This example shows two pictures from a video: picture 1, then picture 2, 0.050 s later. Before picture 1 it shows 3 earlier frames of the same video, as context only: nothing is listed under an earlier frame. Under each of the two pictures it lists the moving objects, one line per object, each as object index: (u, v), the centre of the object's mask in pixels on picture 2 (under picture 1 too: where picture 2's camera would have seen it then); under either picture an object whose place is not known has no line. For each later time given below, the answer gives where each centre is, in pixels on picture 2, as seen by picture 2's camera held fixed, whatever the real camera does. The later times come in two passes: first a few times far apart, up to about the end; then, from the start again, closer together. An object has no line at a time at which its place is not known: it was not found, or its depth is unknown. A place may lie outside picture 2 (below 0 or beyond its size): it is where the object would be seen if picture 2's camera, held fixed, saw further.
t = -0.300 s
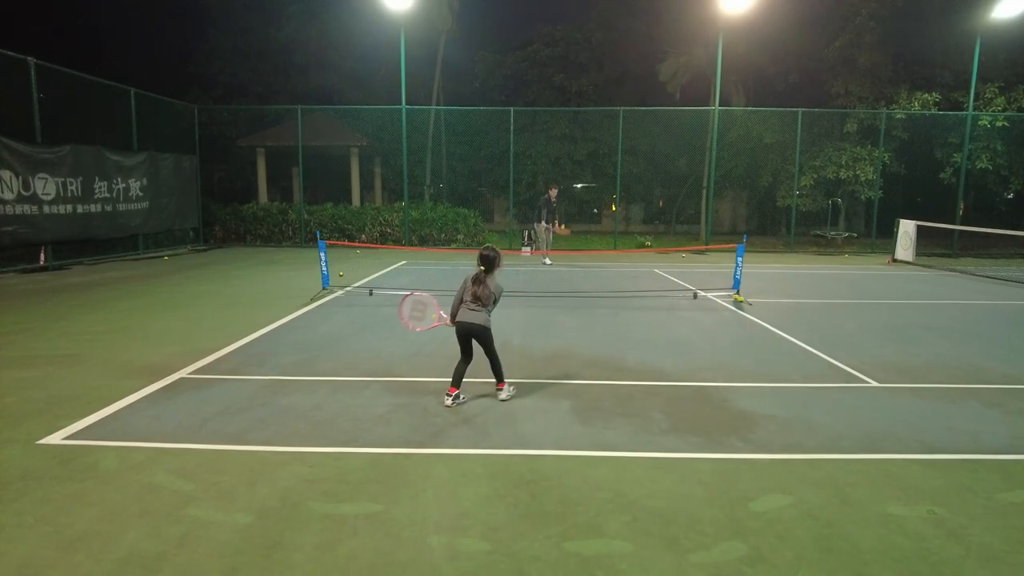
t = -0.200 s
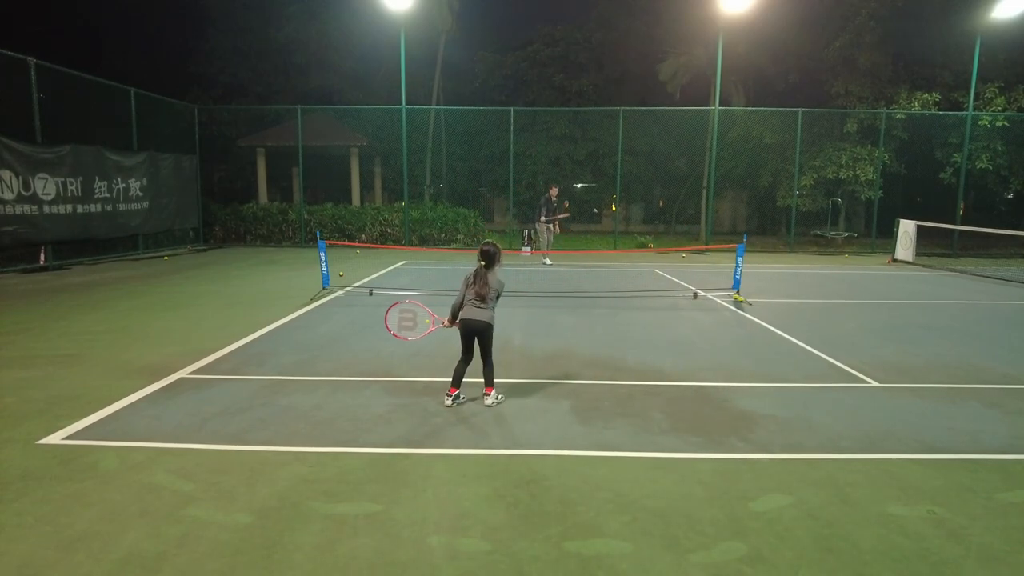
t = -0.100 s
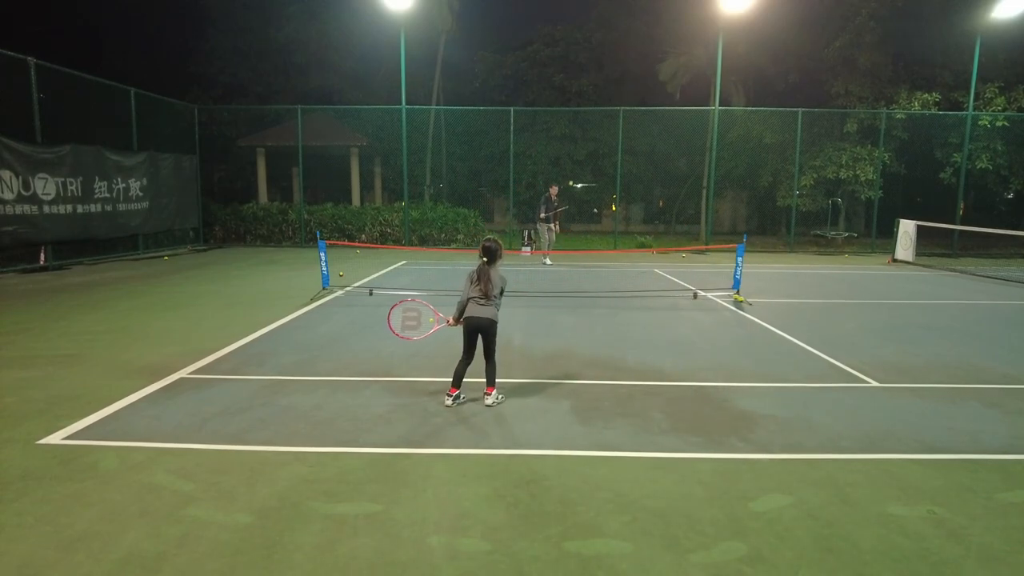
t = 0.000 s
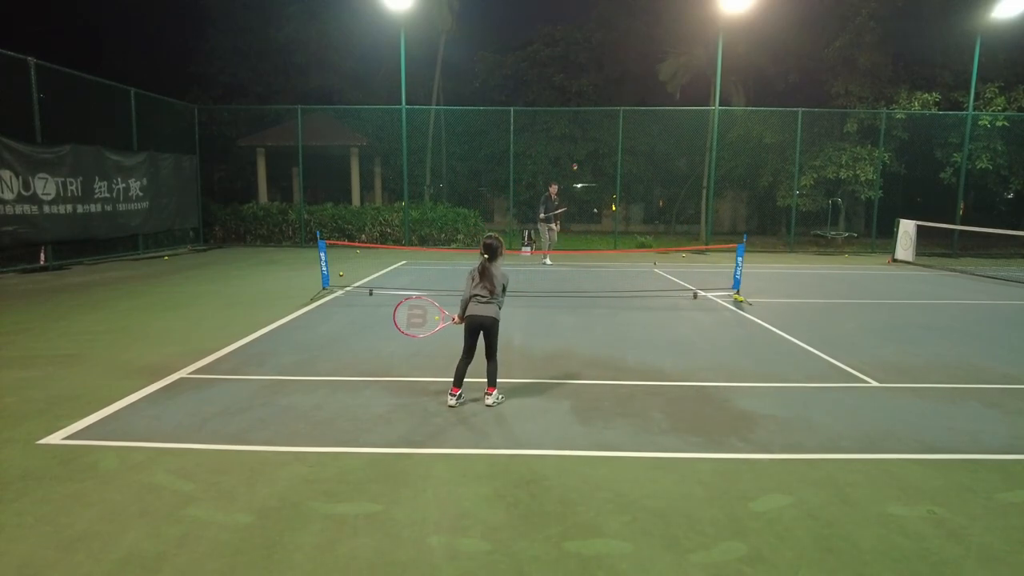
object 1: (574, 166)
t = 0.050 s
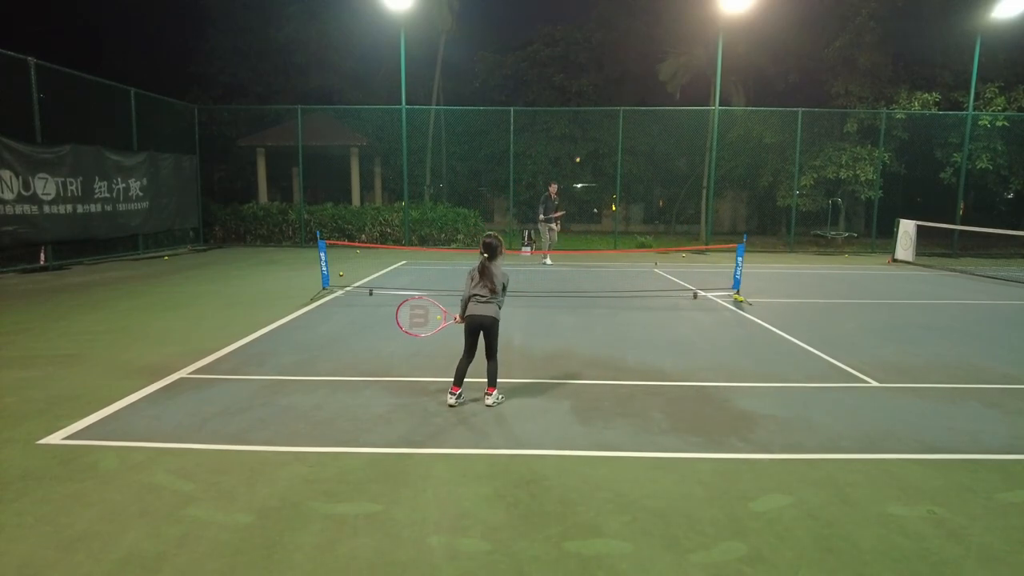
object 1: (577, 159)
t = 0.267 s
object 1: (588, 144)
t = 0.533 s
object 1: (606, 173)
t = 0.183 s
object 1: (584, 147)
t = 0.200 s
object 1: (585, 146)
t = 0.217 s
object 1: (585, 145)
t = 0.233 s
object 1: (587, 144)
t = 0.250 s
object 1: (588, 144)
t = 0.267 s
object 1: (588, 144)
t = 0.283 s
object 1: (589, 144)
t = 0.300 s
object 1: (590, 144)
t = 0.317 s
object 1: (592, 145)
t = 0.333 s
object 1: (592, 145)
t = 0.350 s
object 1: (593, 146)
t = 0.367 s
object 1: (595, 147)
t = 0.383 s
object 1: (596, 149)
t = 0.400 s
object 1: (597, 150)
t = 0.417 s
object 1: (598, 152)
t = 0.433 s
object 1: (599, 154)
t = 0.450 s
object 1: (600, 156)
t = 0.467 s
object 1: (601, 160)
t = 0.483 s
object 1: (602, 162)
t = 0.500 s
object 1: (604, 165)
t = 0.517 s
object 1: (605, 169)
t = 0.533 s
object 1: (606, 173)
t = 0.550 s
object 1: (607, 177)
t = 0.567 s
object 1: (608, 181)
